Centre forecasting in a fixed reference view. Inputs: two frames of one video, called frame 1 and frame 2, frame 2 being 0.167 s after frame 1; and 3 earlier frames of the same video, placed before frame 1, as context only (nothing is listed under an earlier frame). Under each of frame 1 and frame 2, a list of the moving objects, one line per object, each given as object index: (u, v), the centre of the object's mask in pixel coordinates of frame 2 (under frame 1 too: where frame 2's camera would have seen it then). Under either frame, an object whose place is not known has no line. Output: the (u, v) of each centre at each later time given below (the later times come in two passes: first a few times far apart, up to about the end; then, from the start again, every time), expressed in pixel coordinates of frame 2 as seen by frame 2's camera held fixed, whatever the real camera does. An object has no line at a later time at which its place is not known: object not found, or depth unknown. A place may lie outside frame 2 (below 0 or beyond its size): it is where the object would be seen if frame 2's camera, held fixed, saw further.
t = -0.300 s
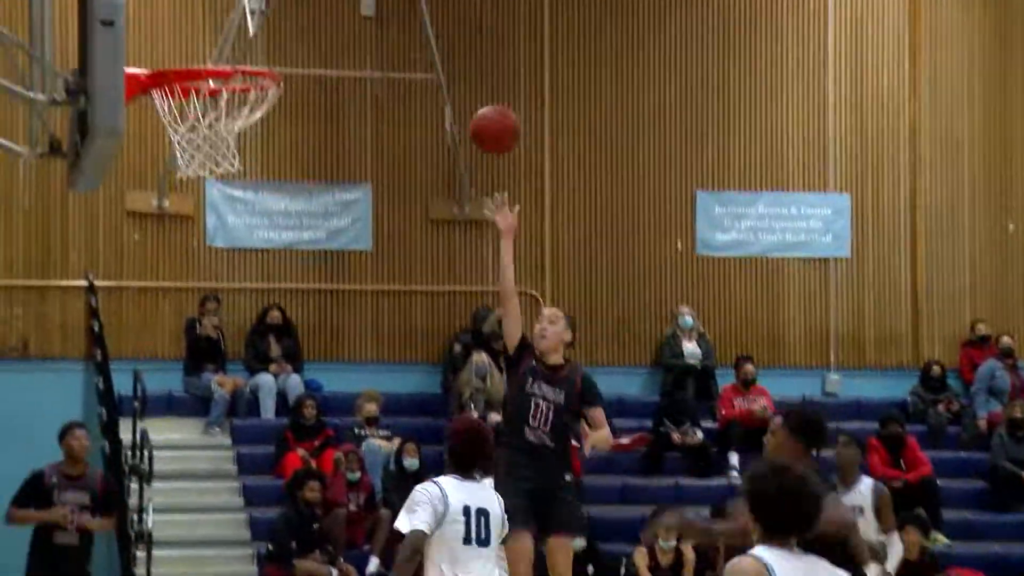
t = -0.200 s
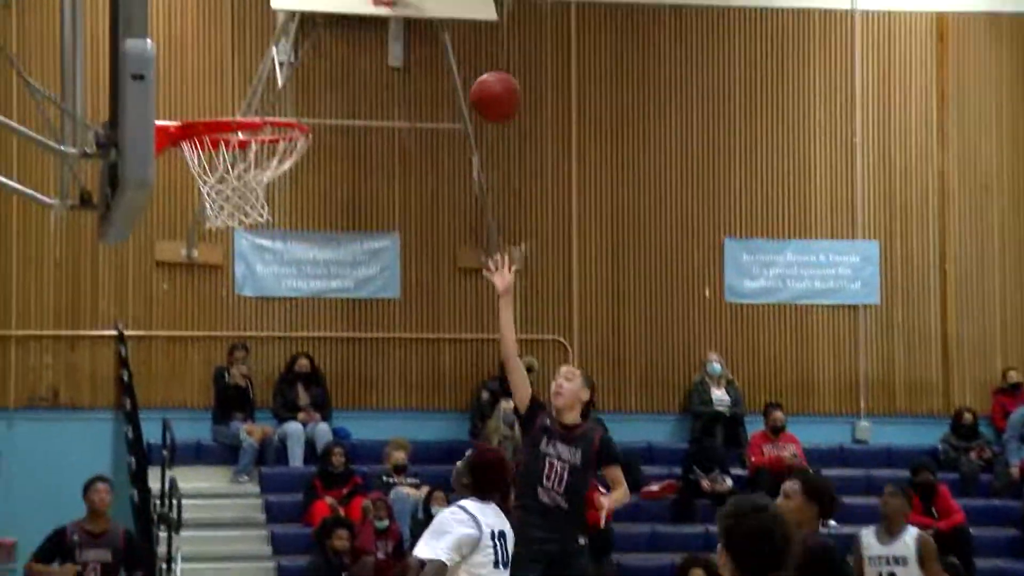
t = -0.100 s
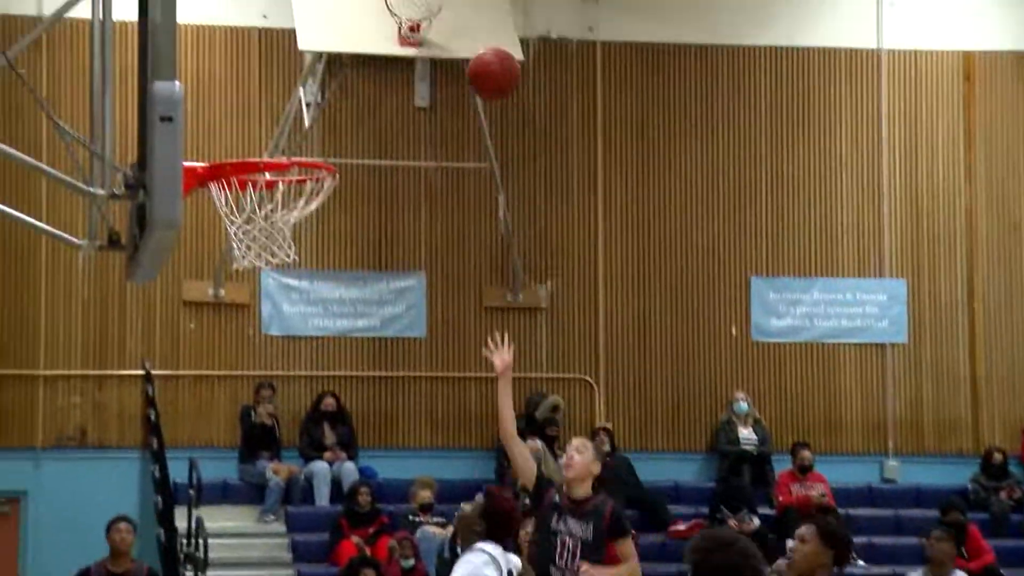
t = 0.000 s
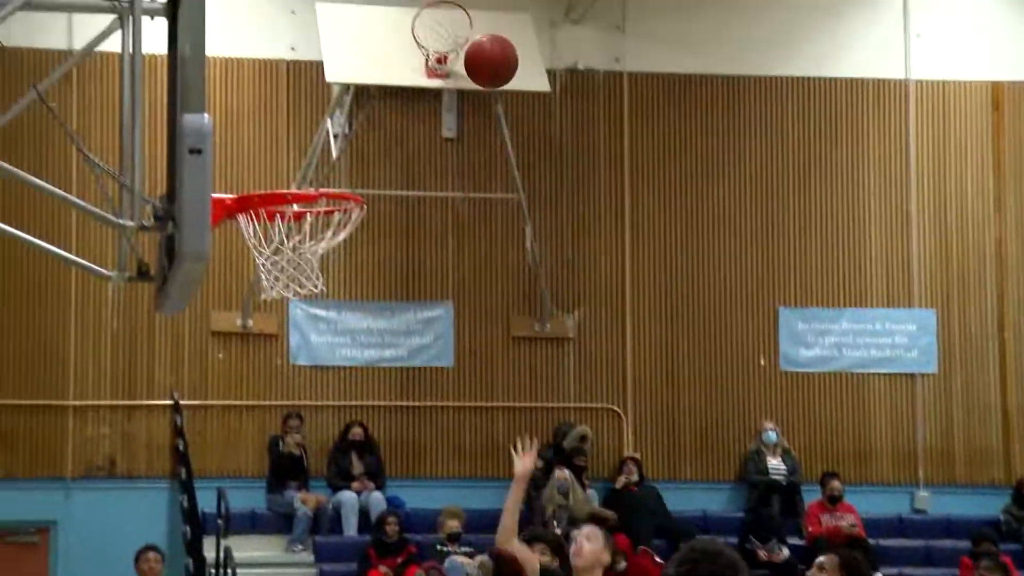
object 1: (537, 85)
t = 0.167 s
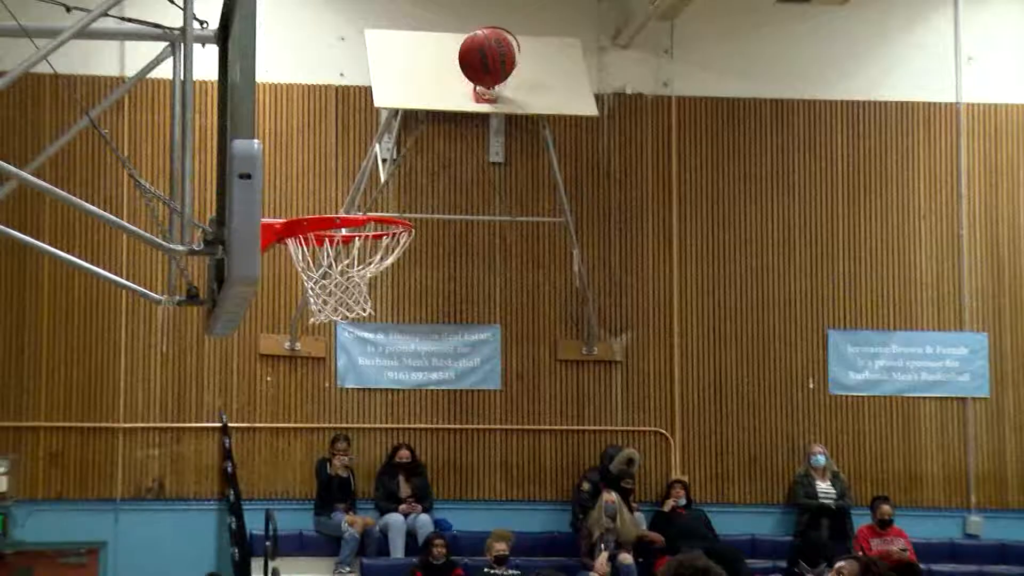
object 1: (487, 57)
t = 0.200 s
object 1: (477, 60)
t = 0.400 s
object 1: (409, 129)
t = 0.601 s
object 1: (332, 299)
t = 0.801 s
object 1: (301, 391)
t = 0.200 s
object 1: (477, 60)
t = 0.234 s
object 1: (466, 65)
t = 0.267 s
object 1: (455, 72)
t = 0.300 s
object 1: (444, 82)
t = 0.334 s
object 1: (433, 95)
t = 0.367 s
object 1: (421, 110)
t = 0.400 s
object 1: (409, 129)
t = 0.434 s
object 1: (397, 150)
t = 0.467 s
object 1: (384, 176)
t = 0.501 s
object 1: (371, 197)
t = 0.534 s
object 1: (358, 245)
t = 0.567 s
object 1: (342, 272)
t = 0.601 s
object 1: (332, 299)
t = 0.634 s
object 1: (326, 308)
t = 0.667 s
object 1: (323, 318)
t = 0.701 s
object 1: (317, 331)
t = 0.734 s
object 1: (312, 348)
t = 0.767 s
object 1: (306, 367)
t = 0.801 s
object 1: (301, 391)
